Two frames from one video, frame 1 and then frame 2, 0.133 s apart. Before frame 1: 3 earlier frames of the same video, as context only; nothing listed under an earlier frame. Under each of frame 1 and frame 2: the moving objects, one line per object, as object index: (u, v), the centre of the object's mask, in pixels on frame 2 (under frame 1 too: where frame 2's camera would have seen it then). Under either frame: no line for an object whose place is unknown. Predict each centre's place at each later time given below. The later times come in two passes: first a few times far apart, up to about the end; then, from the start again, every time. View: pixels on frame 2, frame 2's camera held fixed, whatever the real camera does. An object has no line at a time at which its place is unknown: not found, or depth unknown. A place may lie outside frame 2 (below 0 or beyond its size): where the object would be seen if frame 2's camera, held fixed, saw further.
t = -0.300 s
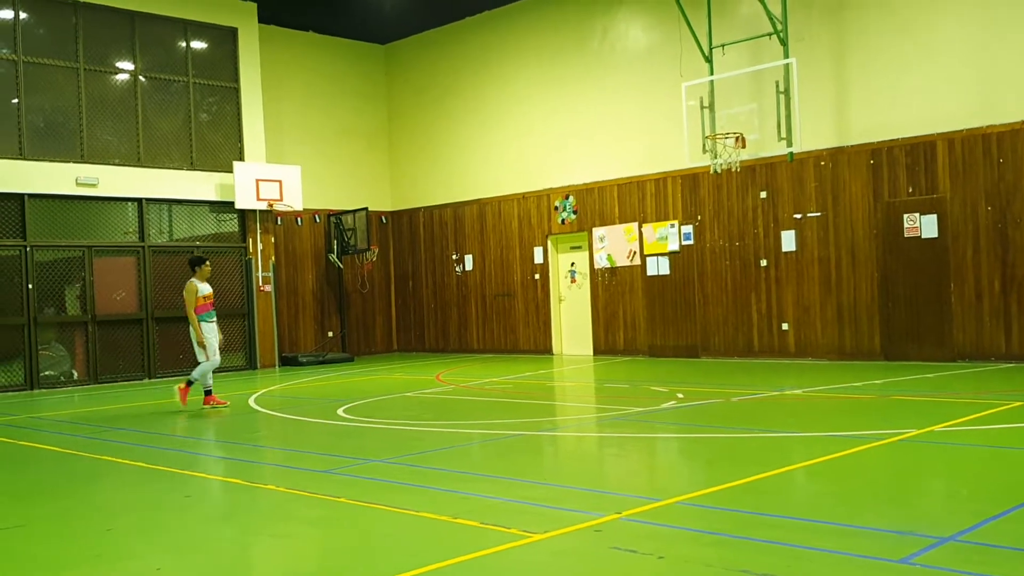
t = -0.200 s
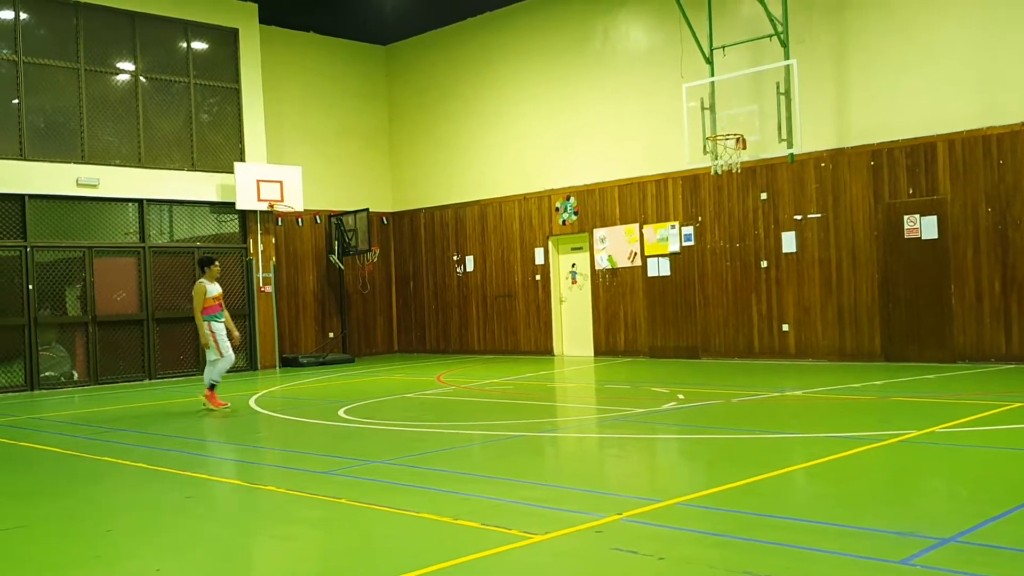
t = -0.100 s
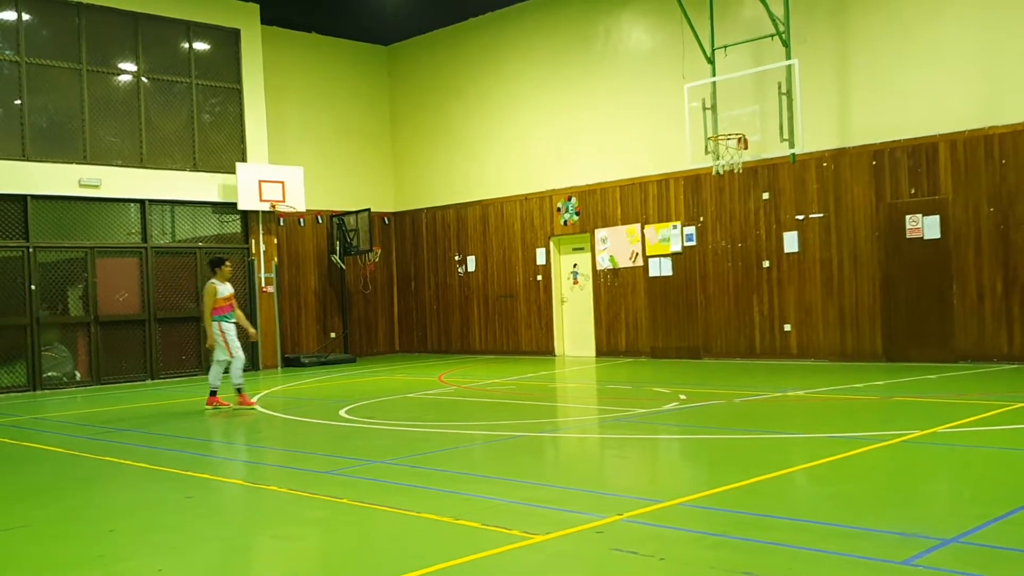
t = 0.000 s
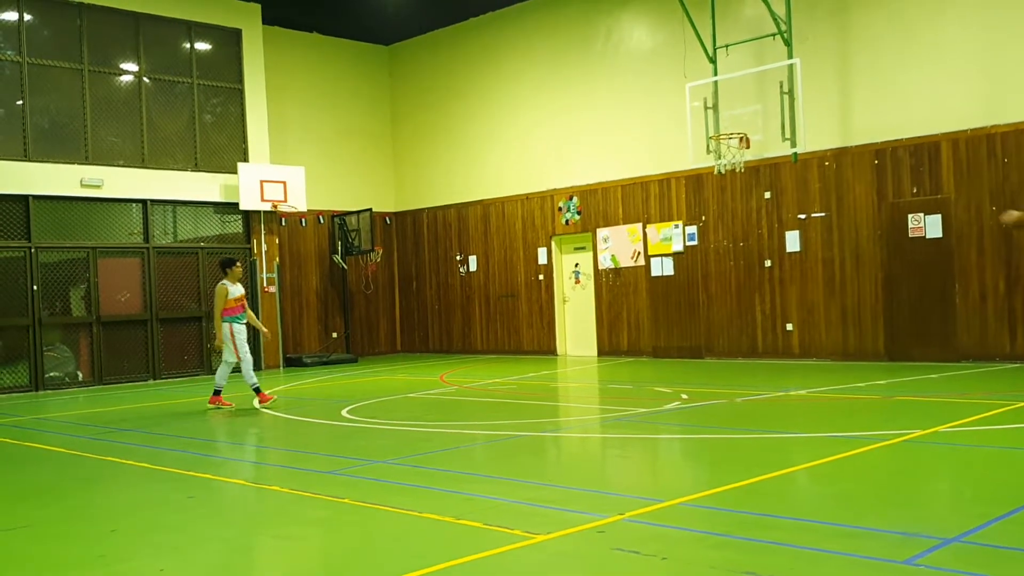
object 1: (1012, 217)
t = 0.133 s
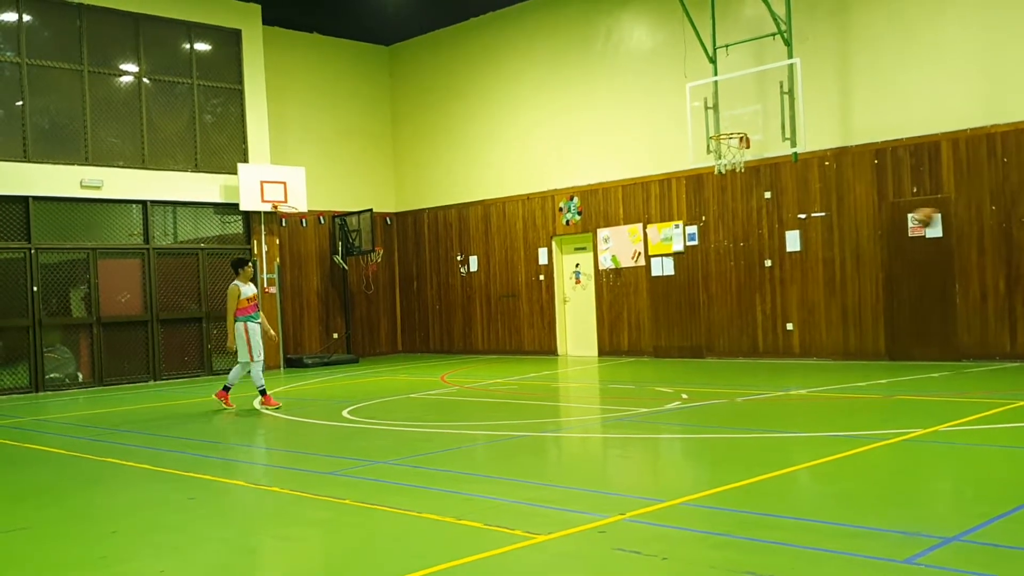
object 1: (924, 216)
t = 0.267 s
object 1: (841, 229)
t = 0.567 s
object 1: (659, 309)
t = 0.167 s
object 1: (902, 217)
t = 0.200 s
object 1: (885, 220)
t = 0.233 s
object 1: (862, 224)
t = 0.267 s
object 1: (841, 229)
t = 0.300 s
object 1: (821, 232)
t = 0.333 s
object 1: (805, 239)
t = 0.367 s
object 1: (777, 247)
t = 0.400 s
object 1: (760, 254)
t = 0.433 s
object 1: (738, 262)
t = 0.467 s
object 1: (719, 273)
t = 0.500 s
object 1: (698, 284)
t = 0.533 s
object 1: (678, 296)
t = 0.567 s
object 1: (659, 309)
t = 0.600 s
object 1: (638, 319)
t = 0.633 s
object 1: (617, 335)
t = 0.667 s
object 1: (601, 350)
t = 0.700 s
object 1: (581, 369)
